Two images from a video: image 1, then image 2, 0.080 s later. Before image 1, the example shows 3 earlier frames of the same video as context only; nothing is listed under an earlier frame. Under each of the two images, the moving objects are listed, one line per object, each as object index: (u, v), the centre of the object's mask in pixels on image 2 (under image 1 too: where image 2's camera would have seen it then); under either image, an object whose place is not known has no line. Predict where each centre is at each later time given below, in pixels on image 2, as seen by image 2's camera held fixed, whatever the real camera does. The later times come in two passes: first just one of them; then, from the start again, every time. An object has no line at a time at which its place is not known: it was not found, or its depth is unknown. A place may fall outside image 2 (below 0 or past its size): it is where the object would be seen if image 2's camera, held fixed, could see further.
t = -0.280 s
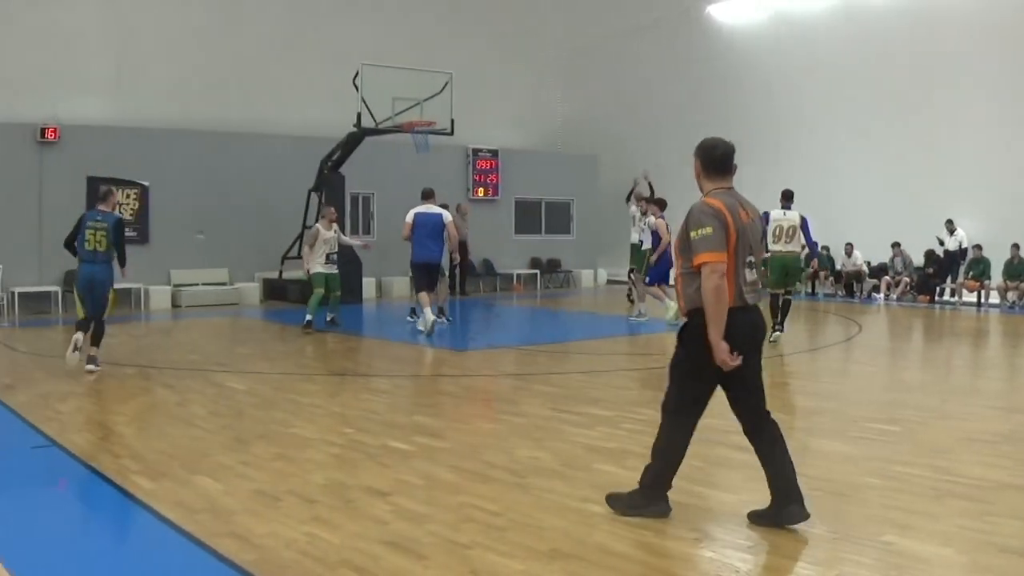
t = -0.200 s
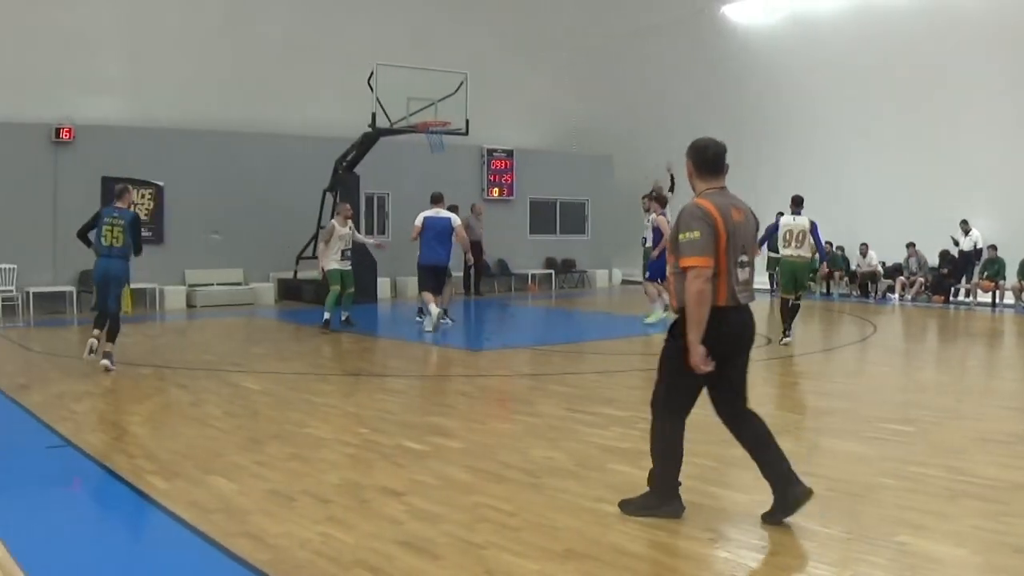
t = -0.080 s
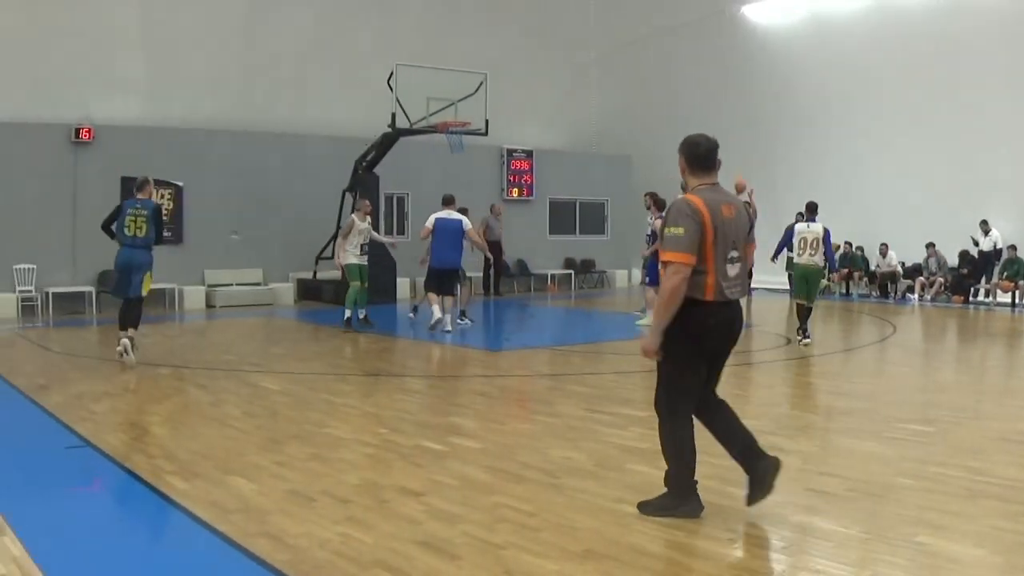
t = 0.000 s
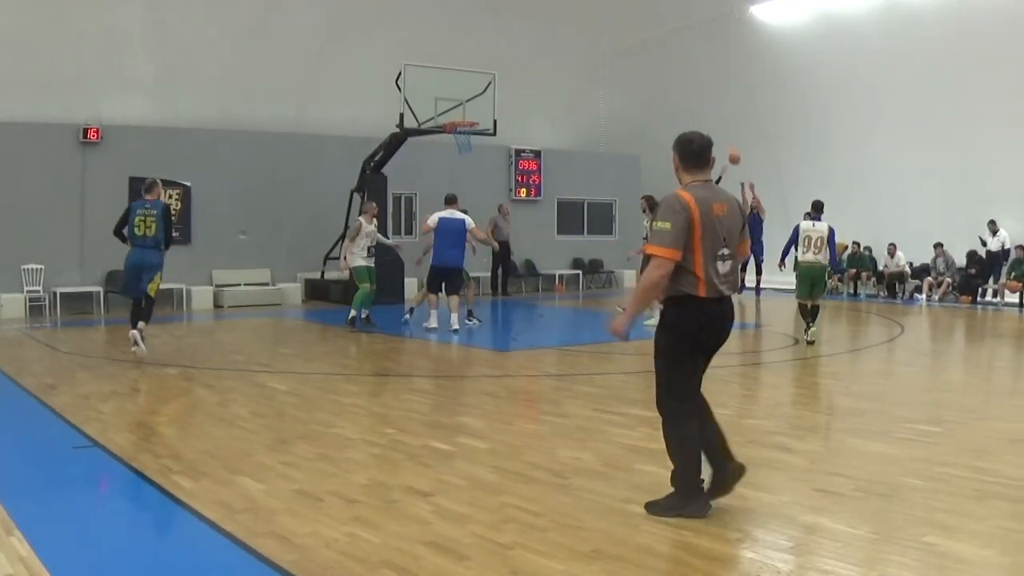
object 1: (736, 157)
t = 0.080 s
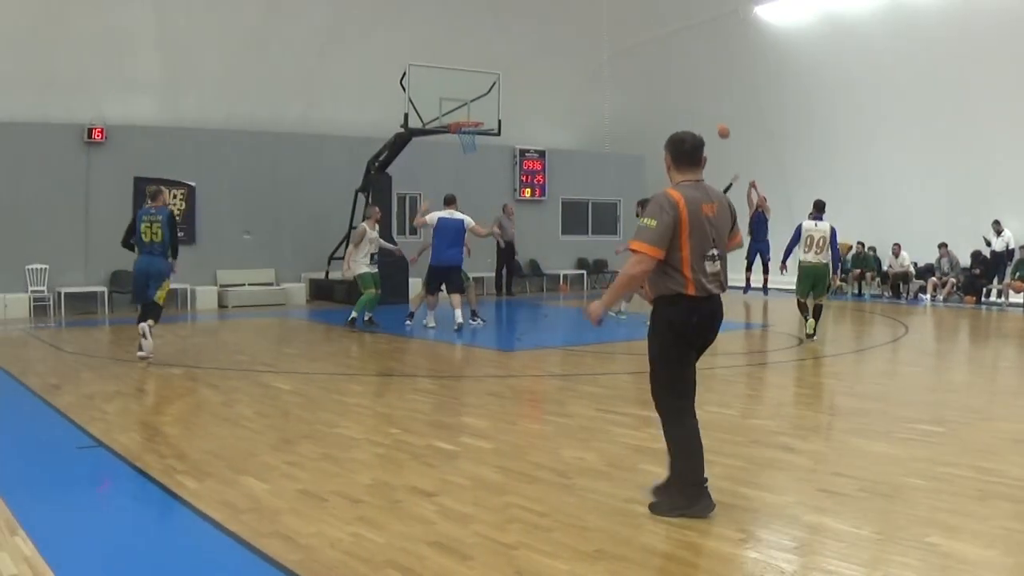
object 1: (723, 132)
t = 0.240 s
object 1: (697, 89)
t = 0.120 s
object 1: (717, 120)
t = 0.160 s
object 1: (711, 110)
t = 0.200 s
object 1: (704, 99)
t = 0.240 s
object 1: (697, 89)
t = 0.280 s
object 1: (689, 80)
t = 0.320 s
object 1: (681, 73)
